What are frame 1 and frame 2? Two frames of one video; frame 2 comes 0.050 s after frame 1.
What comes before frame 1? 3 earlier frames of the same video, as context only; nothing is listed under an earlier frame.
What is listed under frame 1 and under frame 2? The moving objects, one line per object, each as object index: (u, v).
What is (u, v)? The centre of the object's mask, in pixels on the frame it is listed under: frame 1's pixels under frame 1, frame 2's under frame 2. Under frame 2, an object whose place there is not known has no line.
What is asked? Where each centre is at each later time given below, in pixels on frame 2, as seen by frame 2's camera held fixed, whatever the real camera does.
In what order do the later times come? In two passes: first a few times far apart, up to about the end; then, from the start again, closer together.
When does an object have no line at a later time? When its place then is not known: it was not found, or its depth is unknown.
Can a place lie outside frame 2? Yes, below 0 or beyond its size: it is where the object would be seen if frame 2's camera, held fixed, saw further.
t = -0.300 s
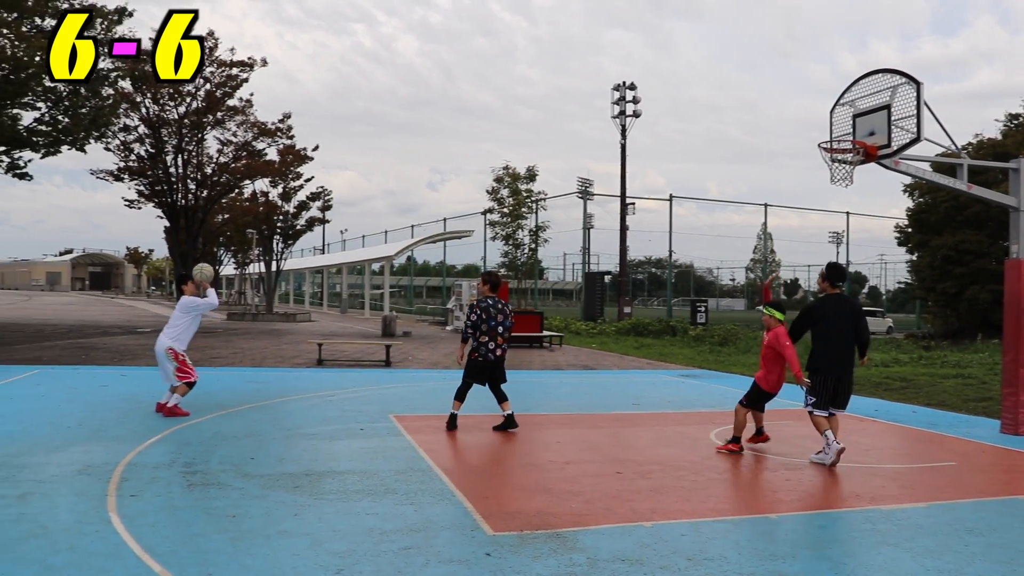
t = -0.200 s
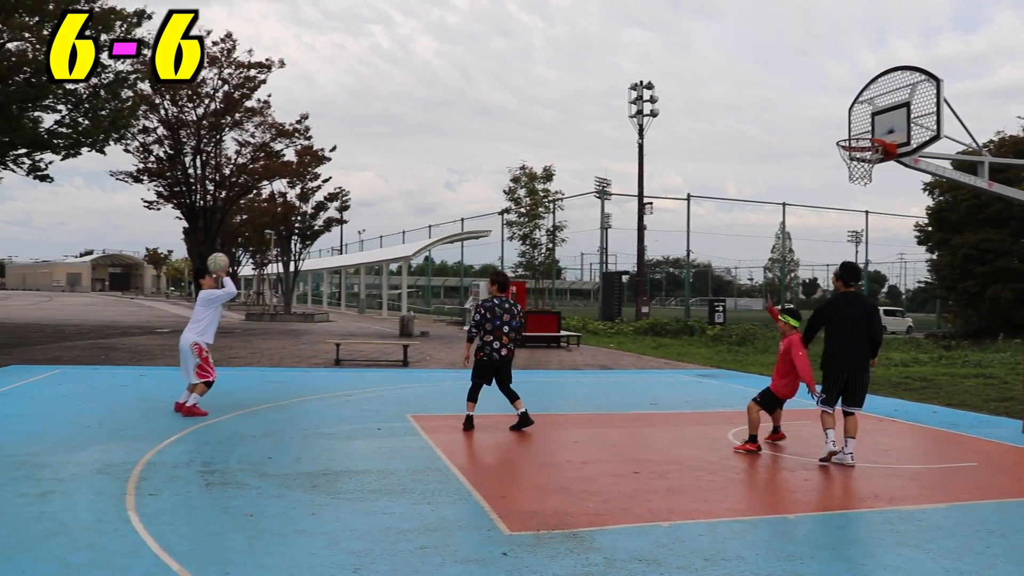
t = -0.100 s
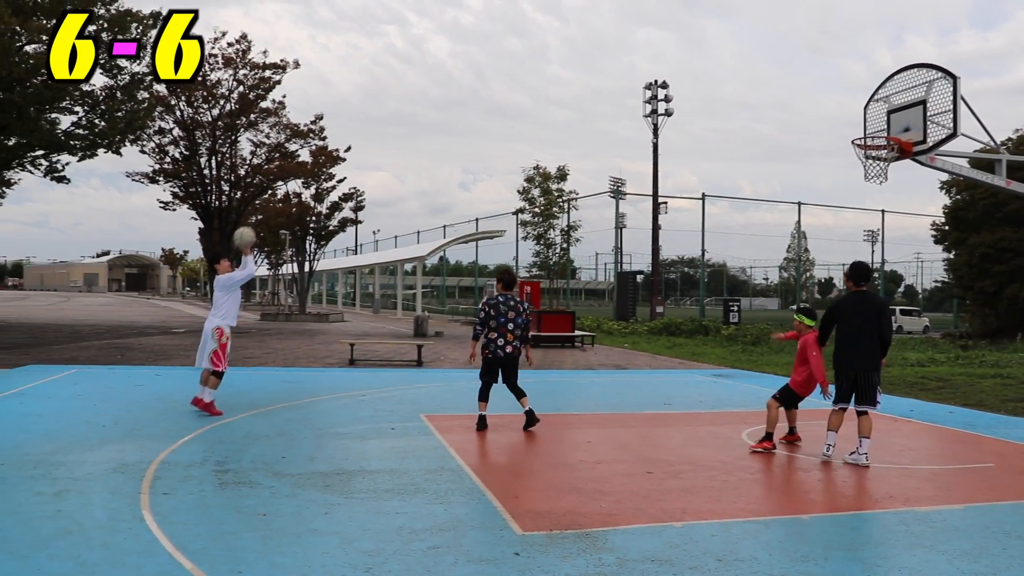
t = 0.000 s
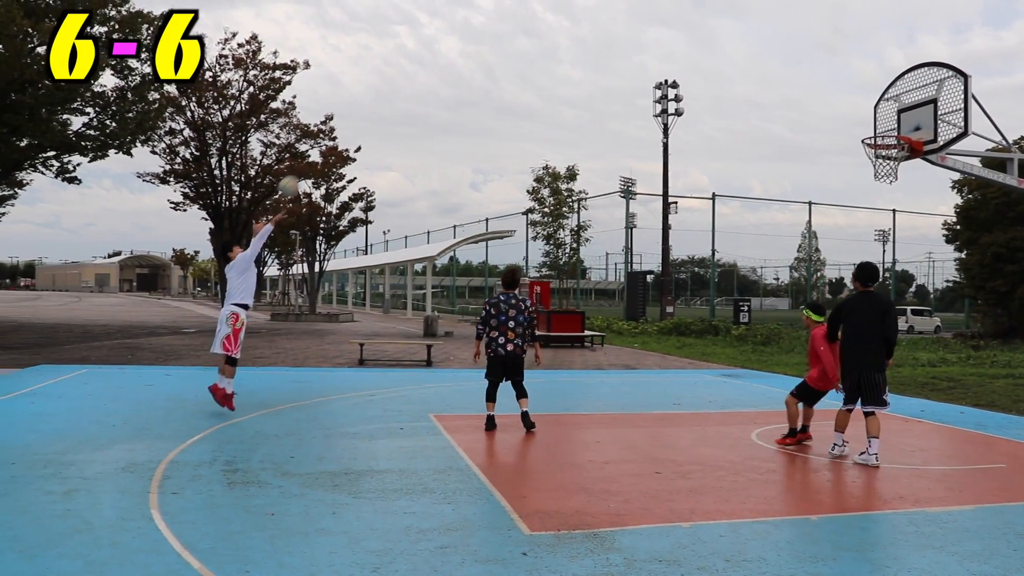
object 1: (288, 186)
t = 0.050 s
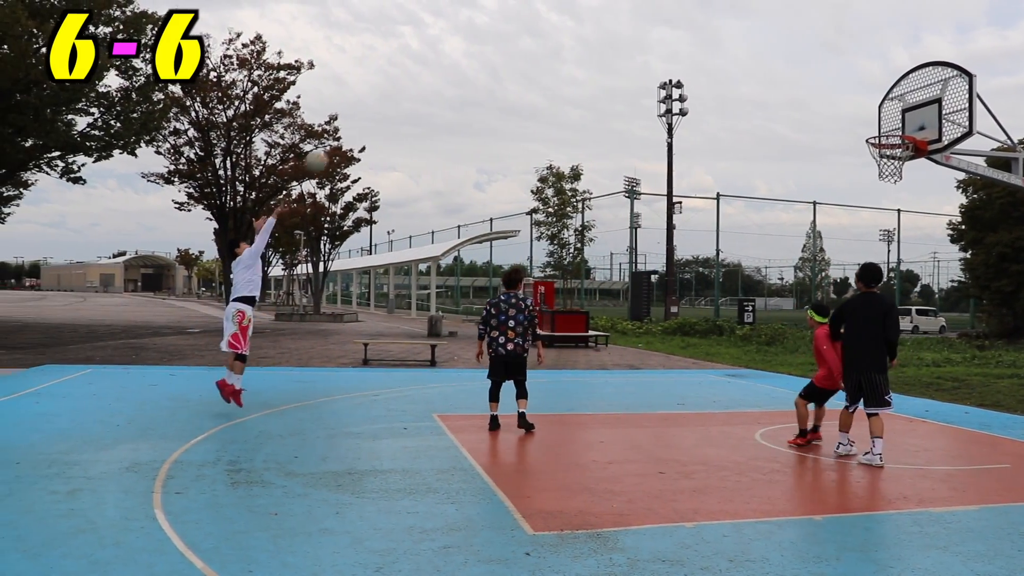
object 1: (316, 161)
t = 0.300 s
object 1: (437, 57)
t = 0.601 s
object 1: (584, 6)
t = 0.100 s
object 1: (340, 136)
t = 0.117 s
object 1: (348, 128)
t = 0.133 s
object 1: (356, 120)
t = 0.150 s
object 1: (364, 113)
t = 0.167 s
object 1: (372, 106)
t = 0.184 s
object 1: (380, 99)
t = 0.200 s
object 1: (388, 92)
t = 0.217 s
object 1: (396, 85)
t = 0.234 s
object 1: (405, 79)
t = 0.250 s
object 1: (413, 73)
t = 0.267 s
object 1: (421, 67)
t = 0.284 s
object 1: (429, 62)
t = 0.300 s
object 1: (437, 57)
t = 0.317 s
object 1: (445, 52)
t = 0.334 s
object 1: (453, 47)
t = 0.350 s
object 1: (461, 42)
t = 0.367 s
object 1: (469, 38)
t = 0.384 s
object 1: (477, 33)
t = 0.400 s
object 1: (485, 30)
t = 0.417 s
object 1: (493, 26)
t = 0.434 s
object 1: (501, 22)
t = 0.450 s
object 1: (509, 19)
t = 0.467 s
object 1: (517, 16)
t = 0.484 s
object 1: (525, 13)
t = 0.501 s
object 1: (533, 11)
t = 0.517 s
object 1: (541, 10)
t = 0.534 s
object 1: (550, 9)
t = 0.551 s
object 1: (559, 8)
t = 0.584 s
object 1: (576, 7)
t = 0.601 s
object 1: (584, 6)
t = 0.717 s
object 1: (639, 6)
